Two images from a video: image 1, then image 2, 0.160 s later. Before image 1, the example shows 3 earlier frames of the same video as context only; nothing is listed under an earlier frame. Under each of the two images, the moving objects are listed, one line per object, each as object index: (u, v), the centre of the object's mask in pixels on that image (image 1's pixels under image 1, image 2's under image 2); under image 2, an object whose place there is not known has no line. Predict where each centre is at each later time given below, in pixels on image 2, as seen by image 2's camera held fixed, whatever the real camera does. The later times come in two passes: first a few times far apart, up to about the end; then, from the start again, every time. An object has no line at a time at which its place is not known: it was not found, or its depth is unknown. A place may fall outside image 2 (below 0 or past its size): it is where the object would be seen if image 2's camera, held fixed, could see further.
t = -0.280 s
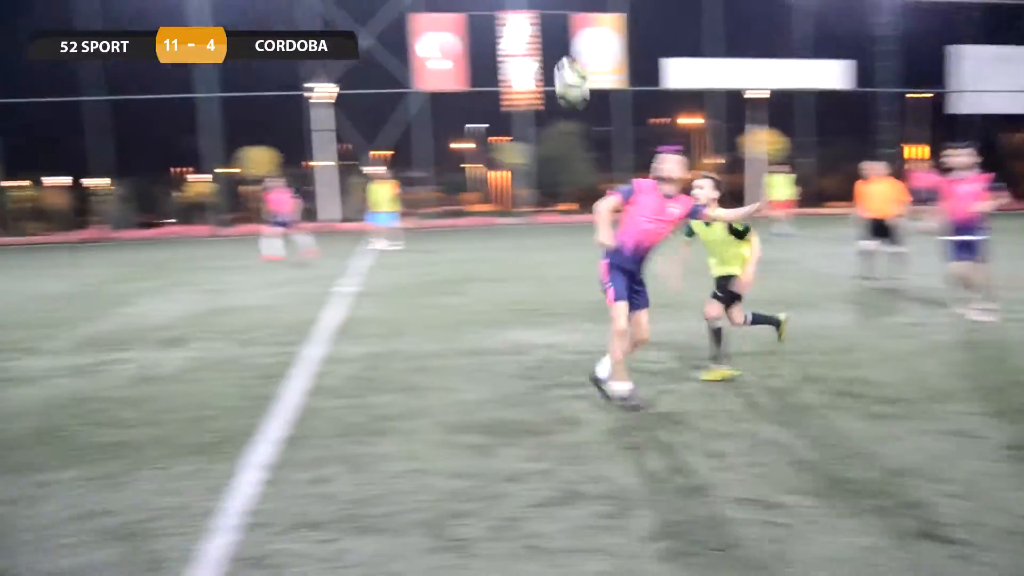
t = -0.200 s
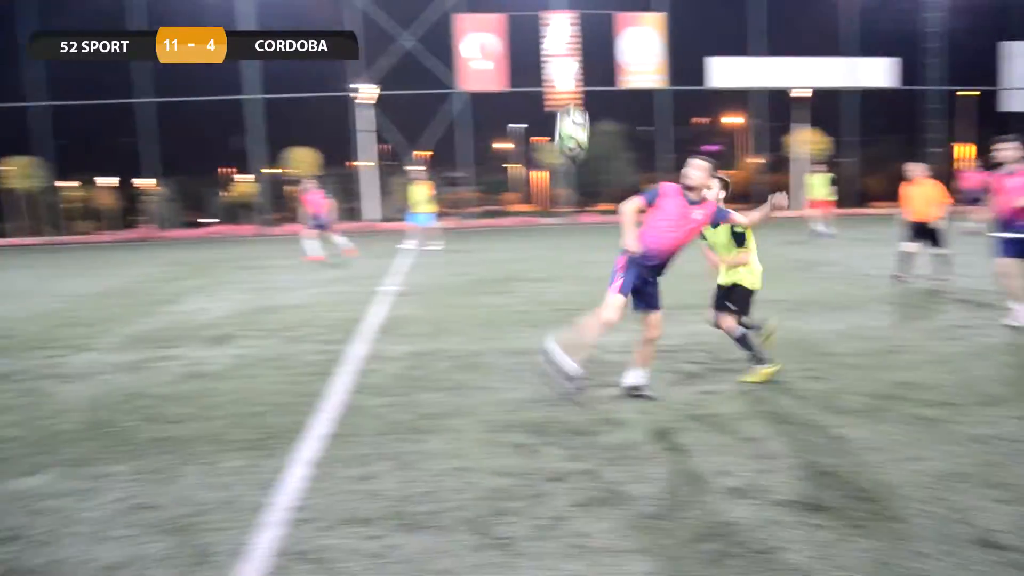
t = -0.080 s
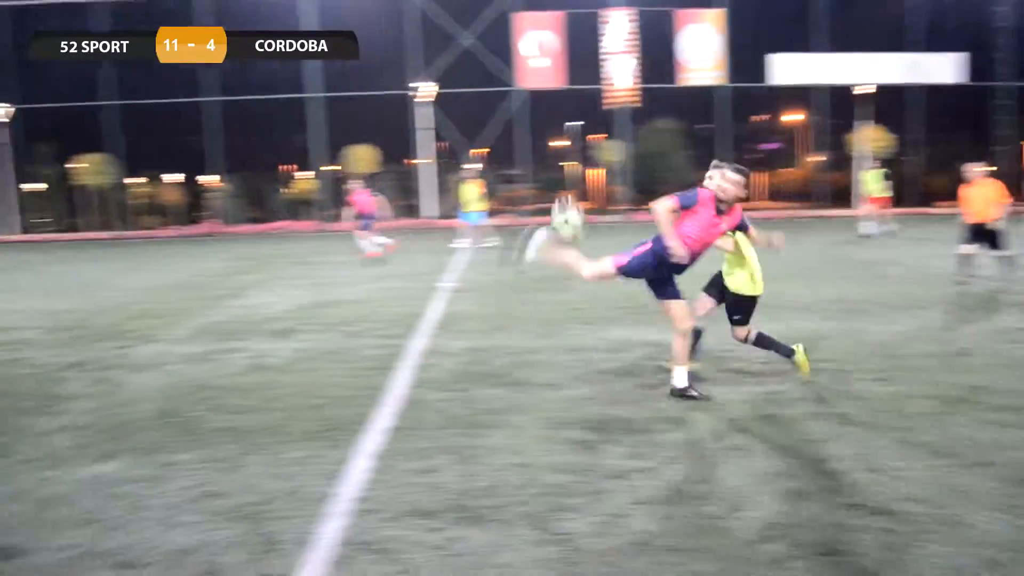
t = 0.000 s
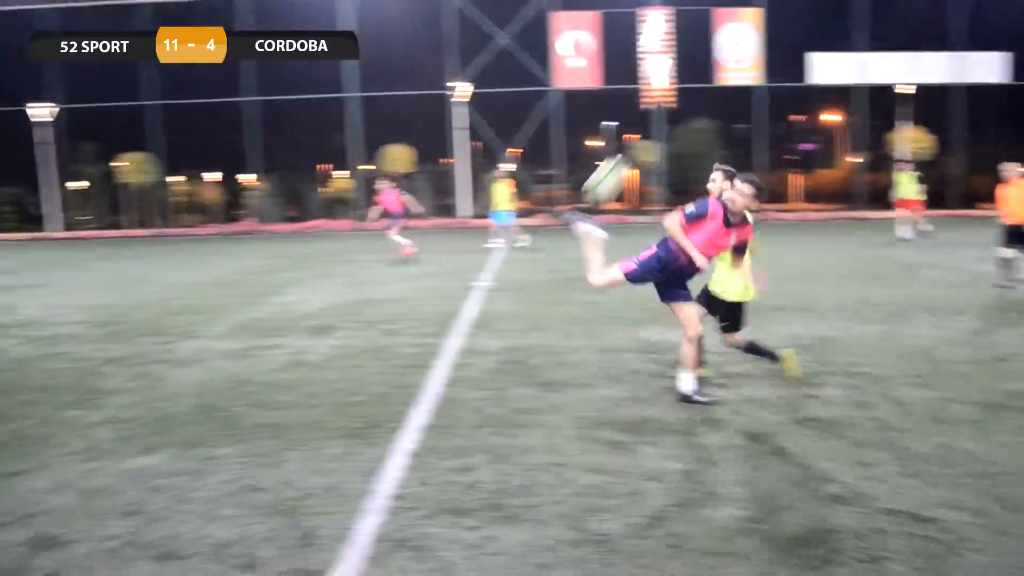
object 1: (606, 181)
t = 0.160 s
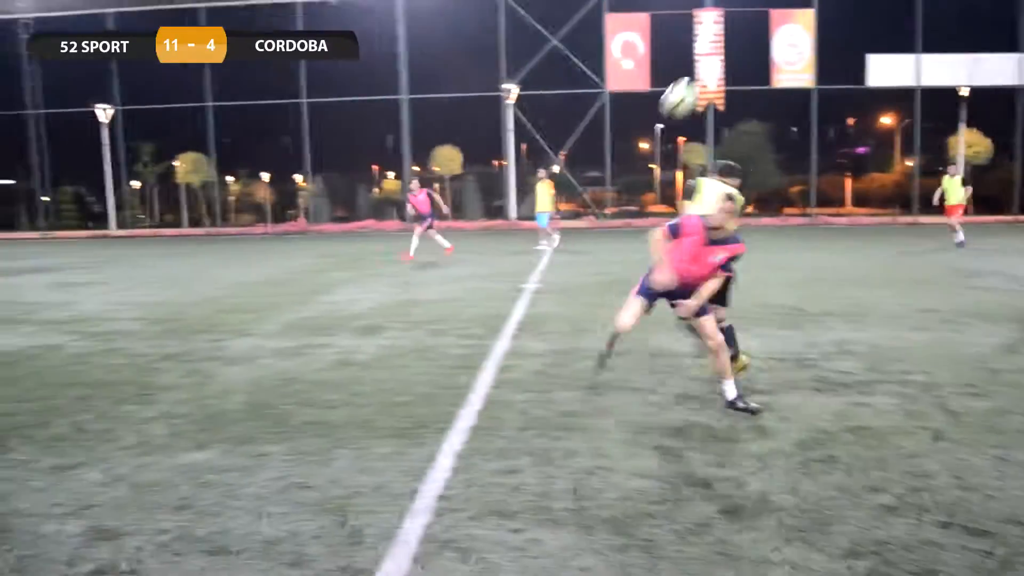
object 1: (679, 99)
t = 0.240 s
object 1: (689, 72)
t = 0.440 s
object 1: (709, 51)
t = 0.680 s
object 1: (728, 92)
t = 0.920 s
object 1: (740, 197)
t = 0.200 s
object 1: (684, 84)
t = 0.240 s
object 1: (689, 72)
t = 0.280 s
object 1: (693, 64)
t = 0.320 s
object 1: (697, 57)
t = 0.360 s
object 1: (701, 53)
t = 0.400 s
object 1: (705, 52)
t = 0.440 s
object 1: (709, 51)
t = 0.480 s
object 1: (715, 54)
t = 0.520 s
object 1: (718, 55)
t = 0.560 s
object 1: (721, 63)
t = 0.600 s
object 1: (724, 70)
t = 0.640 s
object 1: (727, 79)
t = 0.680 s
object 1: (728, 92)
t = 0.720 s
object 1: (729, 106)
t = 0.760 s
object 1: (731, 122)
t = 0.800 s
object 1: (734, 138)
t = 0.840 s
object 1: (736, 157)
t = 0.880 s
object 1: (738, 176)
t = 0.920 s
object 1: (740, 197)
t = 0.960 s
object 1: (743, 217)
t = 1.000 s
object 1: (747, 239)
